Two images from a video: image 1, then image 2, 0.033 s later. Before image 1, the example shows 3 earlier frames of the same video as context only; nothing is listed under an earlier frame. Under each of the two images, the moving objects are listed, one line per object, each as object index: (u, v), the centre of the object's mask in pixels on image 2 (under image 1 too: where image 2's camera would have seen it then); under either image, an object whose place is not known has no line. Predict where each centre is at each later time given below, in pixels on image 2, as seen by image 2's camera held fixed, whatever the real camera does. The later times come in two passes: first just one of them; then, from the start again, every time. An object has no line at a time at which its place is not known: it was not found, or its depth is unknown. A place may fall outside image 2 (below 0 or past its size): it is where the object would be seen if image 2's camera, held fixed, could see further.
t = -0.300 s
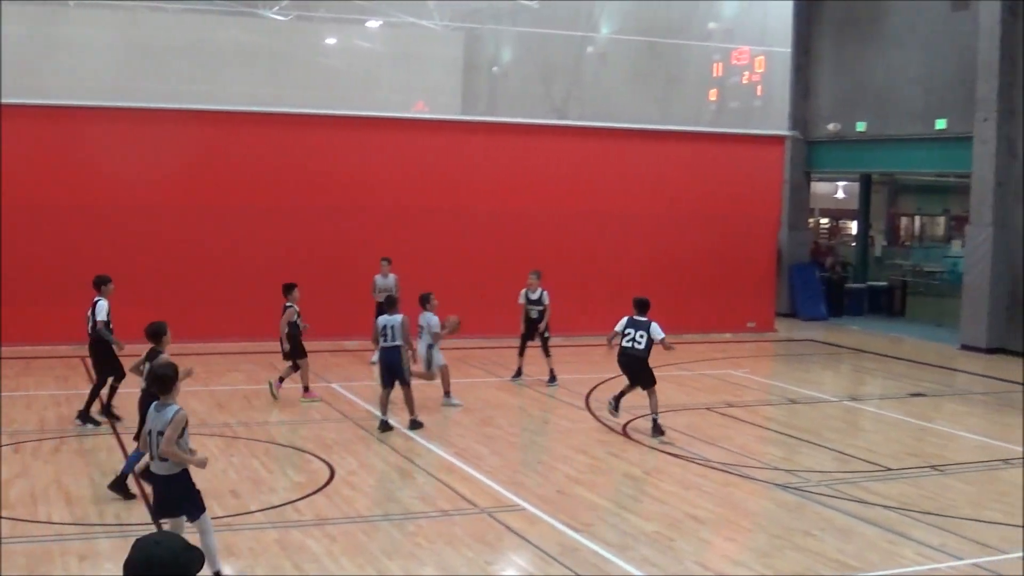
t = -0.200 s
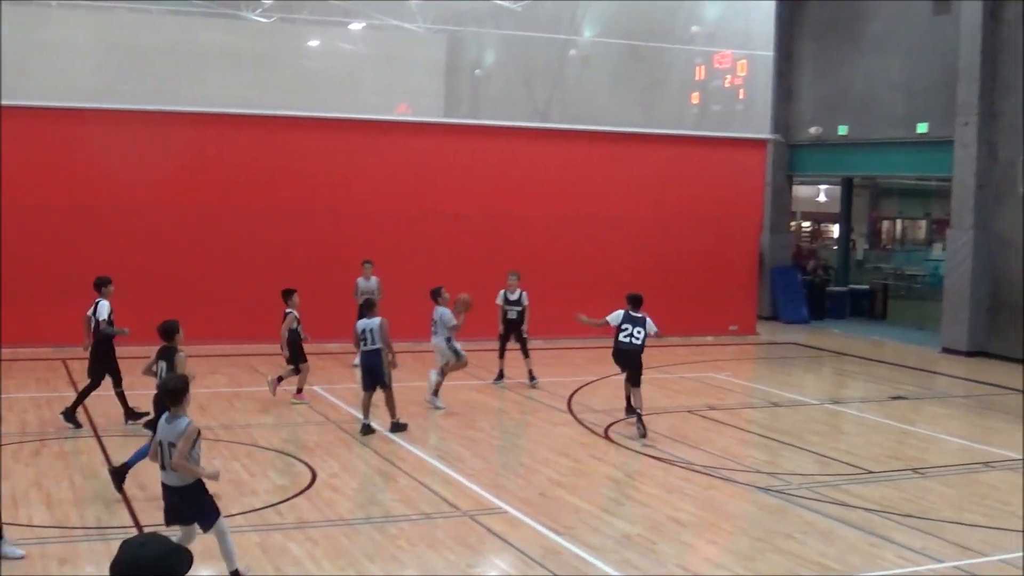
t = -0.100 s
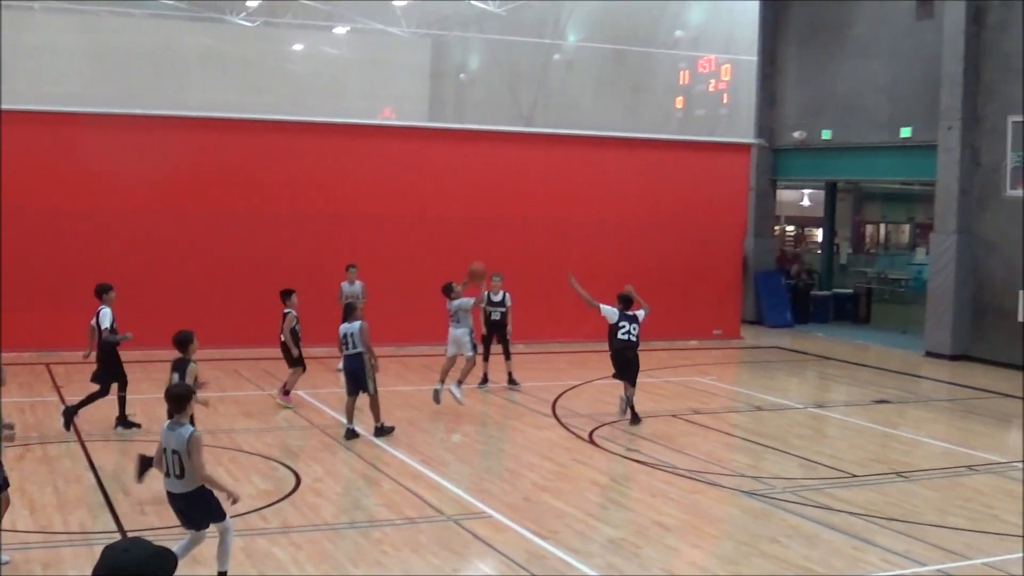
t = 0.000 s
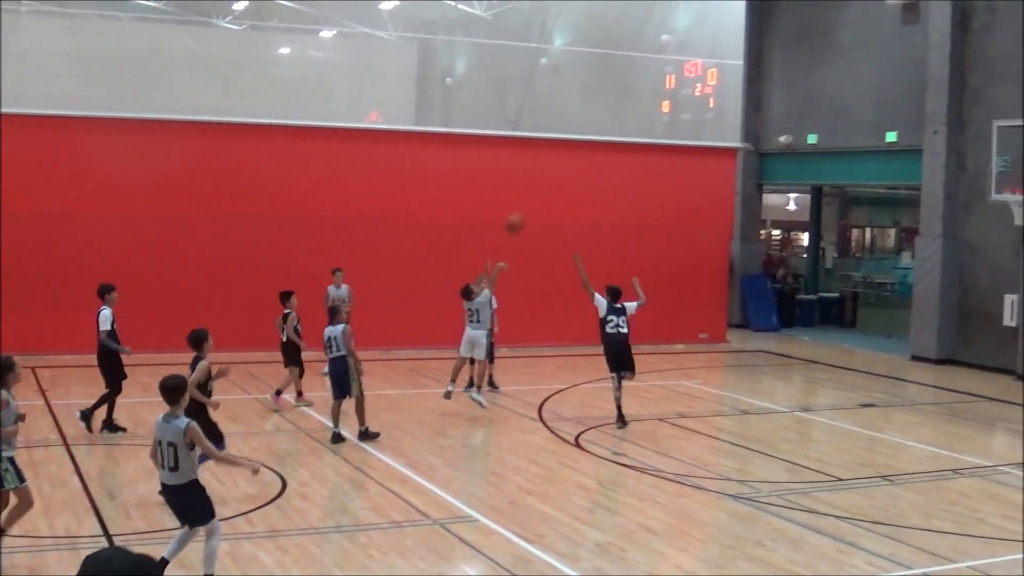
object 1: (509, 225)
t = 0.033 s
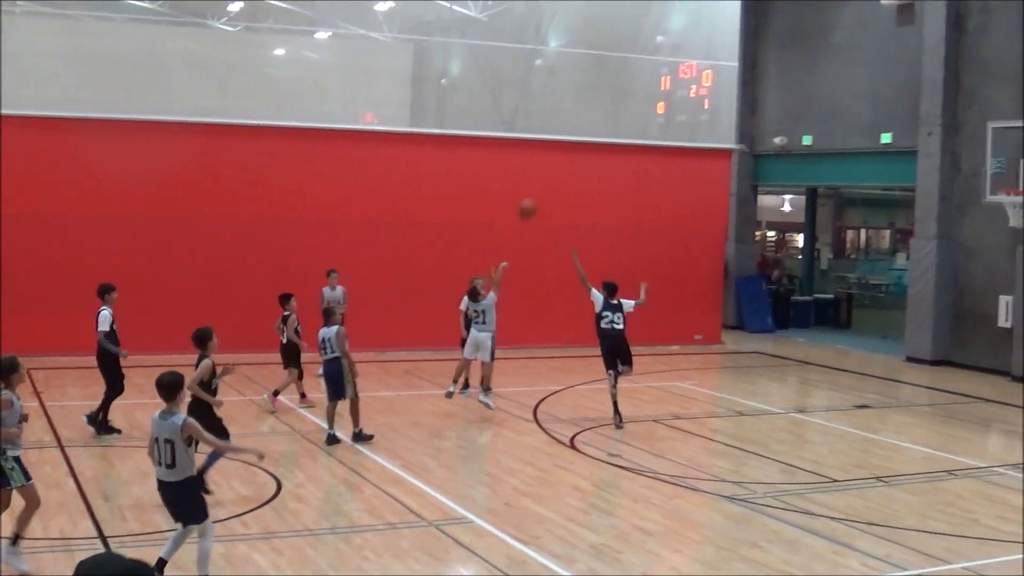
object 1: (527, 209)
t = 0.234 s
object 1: (629, 134)
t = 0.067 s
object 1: (544, 194)
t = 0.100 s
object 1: (562, 179)
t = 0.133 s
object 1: (578, 167)
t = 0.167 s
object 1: (595, 154)
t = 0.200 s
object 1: (612, 143)
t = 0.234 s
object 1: (629, 134)
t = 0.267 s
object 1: (645, 125)
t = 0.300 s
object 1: (661, 117)
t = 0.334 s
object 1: (677, 109)
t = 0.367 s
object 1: (693, 102)
